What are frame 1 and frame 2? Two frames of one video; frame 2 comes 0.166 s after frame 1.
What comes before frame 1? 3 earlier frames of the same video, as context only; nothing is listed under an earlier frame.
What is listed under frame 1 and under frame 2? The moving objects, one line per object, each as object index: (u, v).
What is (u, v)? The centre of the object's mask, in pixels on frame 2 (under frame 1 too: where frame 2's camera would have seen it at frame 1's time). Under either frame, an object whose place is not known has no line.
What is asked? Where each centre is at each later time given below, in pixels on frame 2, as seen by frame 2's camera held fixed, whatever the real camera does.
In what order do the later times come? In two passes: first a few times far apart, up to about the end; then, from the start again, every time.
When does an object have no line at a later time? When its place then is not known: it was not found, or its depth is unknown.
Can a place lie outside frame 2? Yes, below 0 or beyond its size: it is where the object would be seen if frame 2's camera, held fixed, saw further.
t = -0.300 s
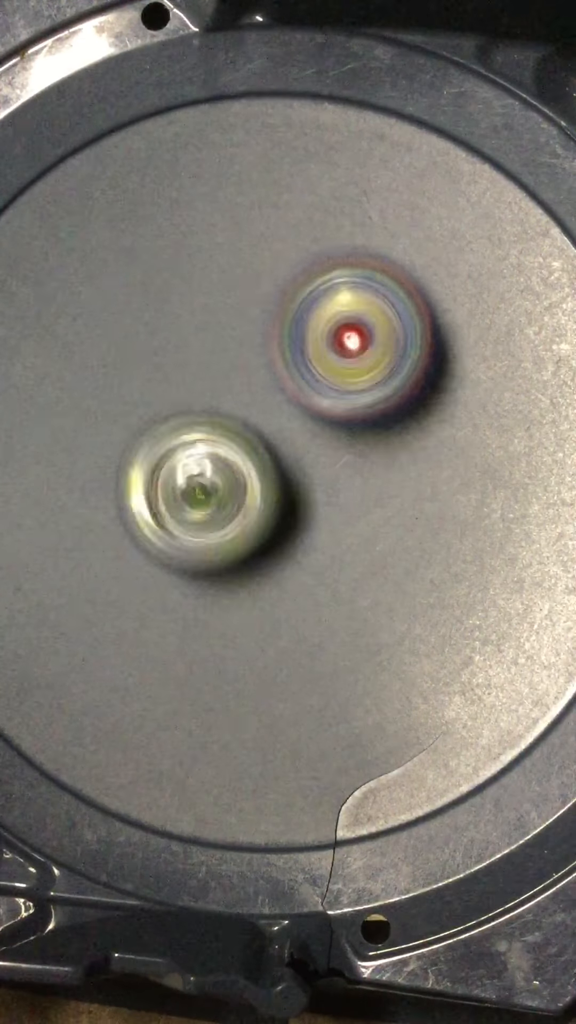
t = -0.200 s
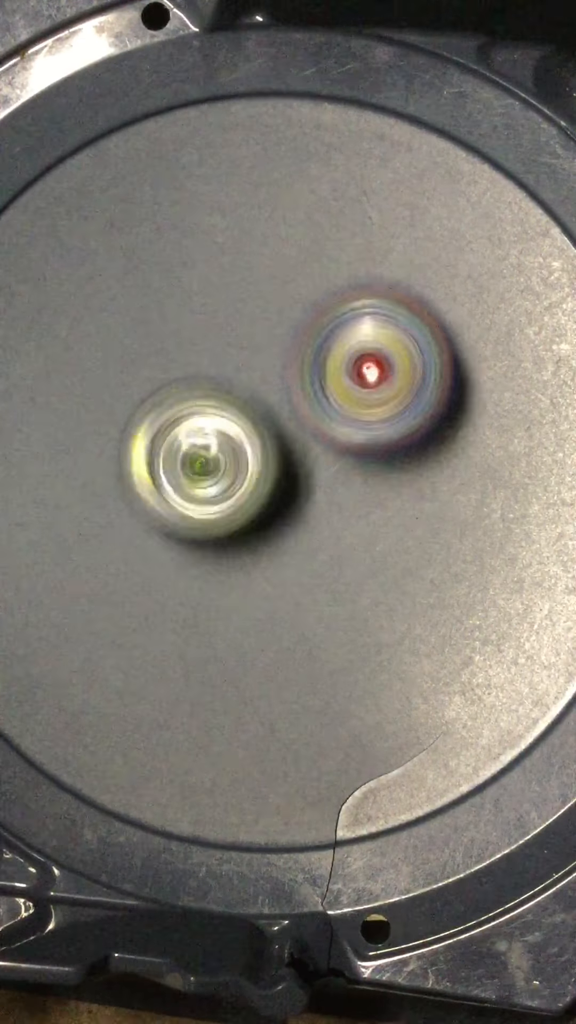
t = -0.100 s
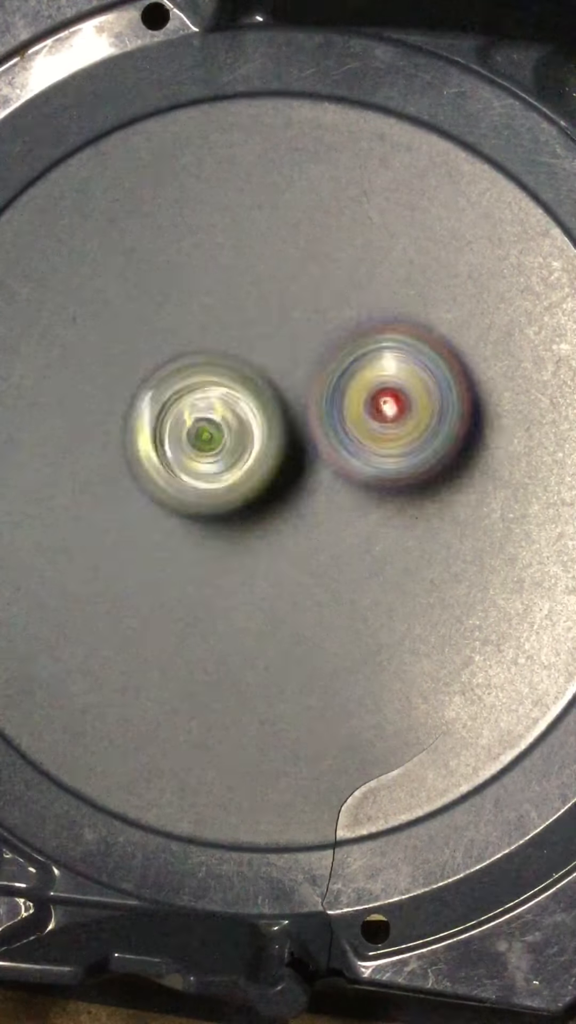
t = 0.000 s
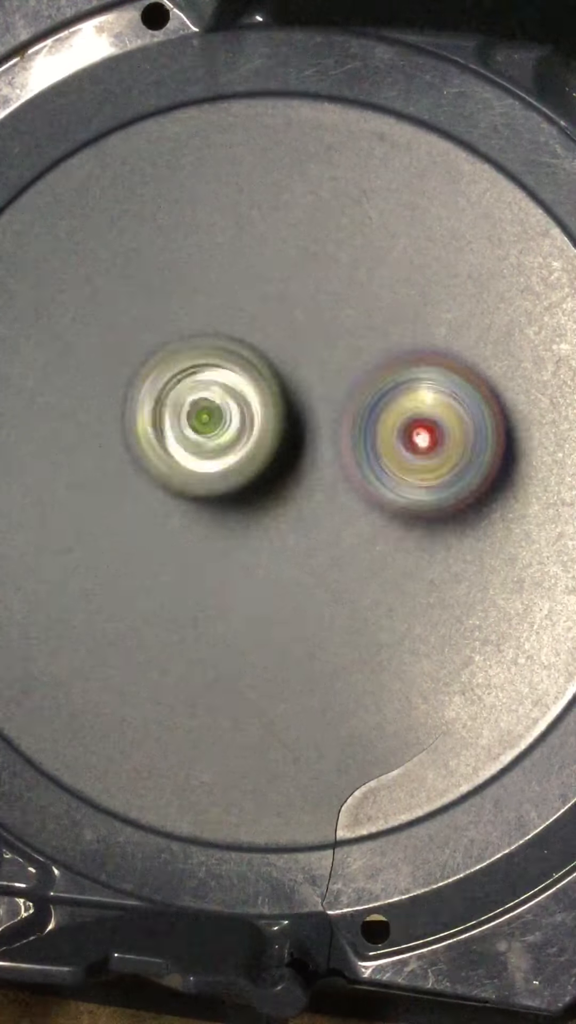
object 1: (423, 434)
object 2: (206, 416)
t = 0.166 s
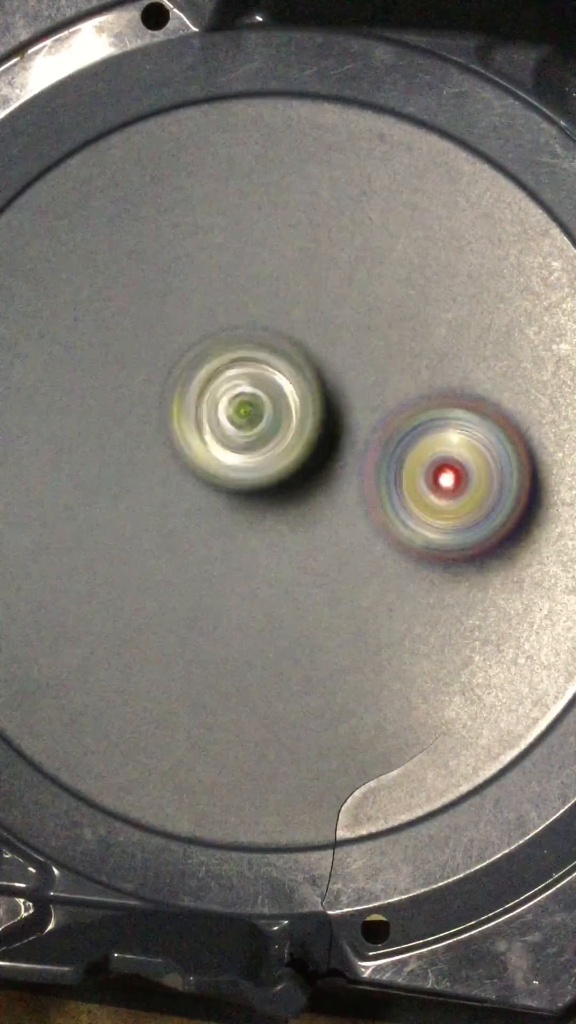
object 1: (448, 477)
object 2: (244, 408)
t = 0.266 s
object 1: (445, 502)
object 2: (278, 426)
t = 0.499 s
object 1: (470, 596)
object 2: (243, 431)
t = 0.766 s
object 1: (385, 640)
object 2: (245, 444)
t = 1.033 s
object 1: (253, 679)
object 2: (276, 460)
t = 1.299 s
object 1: (161, 667)
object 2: (286, 478)
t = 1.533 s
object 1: (125, 584)
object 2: (285, 496)
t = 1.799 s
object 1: (57, 488)
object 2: (308, 494)
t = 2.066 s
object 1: (85, 390)
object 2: (288, 480)
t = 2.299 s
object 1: (178, 315)
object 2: (272, 478)
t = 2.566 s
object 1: (291, 278)
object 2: (255, 477)
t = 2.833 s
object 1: (391, 313)
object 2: (254, 473)
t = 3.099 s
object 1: (444, 415)
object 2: (250, 462)
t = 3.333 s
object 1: (435, 521)
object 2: (246, 470)
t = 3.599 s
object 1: (362, 634)
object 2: (237, 467)
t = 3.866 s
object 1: (249, 681)
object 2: (238, 457)
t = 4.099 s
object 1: (167, 649)
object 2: (262, 449)
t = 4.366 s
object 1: (128, 543)
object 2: (287, 455)
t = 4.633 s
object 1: (134, 421)
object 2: (310, 468)
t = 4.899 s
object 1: (190, 308)
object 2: (322, 498)
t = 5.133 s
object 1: (272, 267)
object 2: (309, 528)
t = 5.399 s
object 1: (370, 309)
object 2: (270, 527)
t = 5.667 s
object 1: (417, 421)
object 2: (245, 499)
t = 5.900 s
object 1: (432, 526)
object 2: (226, 478)
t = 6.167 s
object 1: (349, 625)
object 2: (250, 454)
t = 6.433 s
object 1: (232, 654)
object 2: (277, 452)
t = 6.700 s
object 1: (127, 600)
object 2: (299, 476)
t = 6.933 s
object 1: (70, 528)
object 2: (316, 478)
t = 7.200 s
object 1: (125, 430)
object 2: (296, 480)
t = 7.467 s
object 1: (208, 347)
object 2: (300, 512)
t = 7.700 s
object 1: (316, 335)
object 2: (264, 541)
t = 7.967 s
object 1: (395, 414)
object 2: (228, 533)
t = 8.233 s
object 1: (416, 580)
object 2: (222, 446)
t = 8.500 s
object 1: (318, 666)
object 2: (316, 403)
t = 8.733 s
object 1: (196, 661)
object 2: (371, 438)
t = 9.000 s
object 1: (127, 536)
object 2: (347, 517)
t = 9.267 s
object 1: (163, 346)
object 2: (217, 568)
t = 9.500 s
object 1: (275, 251)
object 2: (158, 494)
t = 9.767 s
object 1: (411, 281)
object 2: (232, 380)
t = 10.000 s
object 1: (535, 421)
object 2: (286, 365)
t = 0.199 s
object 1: (449, 484)
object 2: (257, 412)
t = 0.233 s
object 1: (448, 494)
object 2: (270, 418)
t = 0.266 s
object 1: (445, 502)
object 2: (278, 426)
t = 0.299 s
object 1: (450, 520)
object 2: (275, 429)
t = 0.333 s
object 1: (458, 537)
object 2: (266, 429)
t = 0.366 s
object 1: (465, 554)
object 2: (258, 428)
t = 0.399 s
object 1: (469, 568)
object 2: (253, 428)
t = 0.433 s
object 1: (471, 579)
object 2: (249, 429)
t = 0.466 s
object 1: (472, 588)
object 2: (245, 429)
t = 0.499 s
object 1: (470, 596)
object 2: (243, 431)
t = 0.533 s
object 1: (467, 602)
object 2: (241, 433)
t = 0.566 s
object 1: (461, 607)
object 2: (239, 435)
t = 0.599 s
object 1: (454, 613)
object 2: (238, 437)
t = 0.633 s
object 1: (444, 618)
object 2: (238, 438)
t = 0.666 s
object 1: (432, 623)
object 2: (239, 439)
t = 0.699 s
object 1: (418, 629)
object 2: (240, 441)
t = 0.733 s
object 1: (402, 635)
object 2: (242, 442)
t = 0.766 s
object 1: (385, 640)
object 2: (245, 444)
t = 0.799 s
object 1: (367, 645)
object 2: (249, 446)
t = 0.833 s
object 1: (349, 651)
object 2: (253, 448)
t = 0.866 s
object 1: (332, 656)
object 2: (257, 450)
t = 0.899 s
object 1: (315, 661)
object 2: (262, 452)
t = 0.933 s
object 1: (300, 666)
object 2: (266, 454)
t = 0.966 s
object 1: (283, 671)
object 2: (270, 456)
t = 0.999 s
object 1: (268, 675)
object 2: (273, 457)
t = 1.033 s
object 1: (253, 679)
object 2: (276, 460)
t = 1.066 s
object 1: (241, 683)
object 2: (278, 462)
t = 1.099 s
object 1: (228, 685)
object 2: (280, 464)
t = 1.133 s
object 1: (212, 686)
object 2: (282, 467)
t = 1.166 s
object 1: (201, 685)
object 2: (283, 469)
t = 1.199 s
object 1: (190, 684)
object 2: (284, 471)
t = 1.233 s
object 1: (180, 681)
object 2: (285, 474)
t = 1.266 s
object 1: (169, 673)
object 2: (286, 476)
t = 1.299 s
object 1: (161, 667)
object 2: (286, 478)
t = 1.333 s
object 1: (153, 660)
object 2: (287, 481)
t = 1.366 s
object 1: (146, 650)
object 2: (287, 484)
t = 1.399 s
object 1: (140, 638)
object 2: (286, 486)
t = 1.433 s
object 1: (134, 626)
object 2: (286, 488)
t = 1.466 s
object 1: (130, 612)
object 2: (286, 491)
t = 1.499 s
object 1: (127, 599)
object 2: (286, 493)
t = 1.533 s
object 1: (125, 584)
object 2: (285, 496)
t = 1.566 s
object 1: (111, 569)
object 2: (289, 497)
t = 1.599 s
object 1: (90, 555)
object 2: (299, 498)
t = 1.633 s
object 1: (77, 542)
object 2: (305, 498)
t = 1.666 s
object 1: (68, 530)
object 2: (310, 498)
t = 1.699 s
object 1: (63, 519)
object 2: (311, 497)
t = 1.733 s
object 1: (59, 508)
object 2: (311, 496)
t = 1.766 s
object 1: (57, 498)
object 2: (310, 495)
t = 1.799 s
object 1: (57, 488)
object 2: (308, 494)
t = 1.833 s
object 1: (57, 476)
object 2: (305, 493)
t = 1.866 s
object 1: (58, 465)
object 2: (303, 492)
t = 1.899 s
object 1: (60, 453)
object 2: (300, 490)
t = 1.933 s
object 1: (63, 442)
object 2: (299, 488)
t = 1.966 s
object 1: (65, 428)
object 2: (297, 486)
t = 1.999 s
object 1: (71, 417)
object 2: (293, 483)
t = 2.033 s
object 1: (76, 402)
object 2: (291, 481)
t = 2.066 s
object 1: (85, 390)
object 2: (288, 480)
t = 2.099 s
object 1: (95, 379)
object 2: (285, 479)
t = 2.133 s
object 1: (108, 368)
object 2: (282, 479)
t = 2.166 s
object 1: (120, 355)
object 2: (279, 479)
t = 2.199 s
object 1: (135, 345)
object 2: (277, 480)
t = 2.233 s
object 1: (149, 333)
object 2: (276, 480)
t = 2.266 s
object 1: (162, 325)
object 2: (274, 479)
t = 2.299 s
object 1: (178, 315)
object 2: (272, 478)
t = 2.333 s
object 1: (191, 309)
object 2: (269, 478)
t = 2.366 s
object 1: (205, 302)
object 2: (265, 478)
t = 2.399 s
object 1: (221, 294)
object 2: (263, 477)
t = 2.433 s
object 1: (235, 289)
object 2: (259, 479)
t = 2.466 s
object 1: (250, 284)
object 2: (257, 479)
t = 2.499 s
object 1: (264, 280)
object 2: (257, 479)
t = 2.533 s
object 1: (279, 278)
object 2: (256, 478)
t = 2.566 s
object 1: (291, 278)
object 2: (255, 477)
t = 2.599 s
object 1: (307, 277)
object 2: (254, 475)
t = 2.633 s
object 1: (318, 278)
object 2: (252, 475)
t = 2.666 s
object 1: (331, 281)
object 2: (251, 476)
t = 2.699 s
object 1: (346, 285)
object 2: (253, 476)
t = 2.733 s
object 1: (357, 290)
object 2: (254, 476)
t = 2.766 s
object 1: (372, 298)
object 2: (255, 475)
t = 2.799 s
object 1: (380, 305)
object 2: (256, 474)
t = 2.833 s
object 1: (391, 313)
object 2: (254, 473)
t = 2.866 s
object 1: (400, 324)
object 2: (254, 472)
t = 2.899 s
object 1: (407, 334)
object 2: (255, 472)
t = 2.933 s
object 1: (416, 347)
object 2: (256, 469)
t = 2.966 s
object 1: (422, 360)
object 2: (258, 468)
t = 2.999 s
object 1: (428, 373)
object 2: (259, 465)
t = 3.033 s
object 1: (431, 387)
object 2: (258, 463)
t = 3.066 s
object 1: (436, 402)
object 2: (253, 461)
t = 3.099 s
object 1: (444, 415)
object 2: (250, 462)
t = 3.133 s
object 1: (449, 430)
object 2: (249, 460)
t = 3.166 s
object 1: (450, 443)
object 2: (247, 460)
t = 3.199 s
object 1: (452, 459)
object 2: (245, 461)
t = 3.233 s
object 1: (451, 475)
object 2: (243, 464)
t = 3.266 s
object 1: (447, 490)
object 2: (244, 467)
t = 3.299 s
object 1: (442, 506)
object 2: (245, 469)
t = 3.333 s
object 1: (435, 521)
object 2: (246, 470)
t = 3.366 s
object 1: (429, 534)
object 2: (245, 471)
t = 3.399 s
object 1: (422, 550)
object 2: (245, 472)
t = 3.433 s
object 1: (411, 564)
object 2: (245, 474)
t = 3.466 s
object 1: (405, 579)
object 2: (244, 472)
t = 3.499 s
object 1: (397, 595)
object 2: (243, 467)
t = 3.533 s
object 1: (387, 609)
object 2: (240, 466)
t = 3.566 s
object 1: (377, 621)
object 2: (238, 466)
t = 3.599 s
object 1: (362, 634)
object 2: (237, 467)
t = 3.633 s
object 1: (349, 643)
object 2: (237, 466)
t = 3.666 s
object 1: (336, 650)
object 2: (235, 464)
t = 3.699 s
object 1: (323, 660)
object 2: (233, 463)
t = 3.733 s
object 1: (307, 666)
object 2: (233, 464)
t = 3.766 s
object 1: (293, 671)
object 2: (235, 463)
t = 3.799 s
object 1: (278, 677)
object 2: (236, 460)
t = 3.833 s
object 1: (262, 679)
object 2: (236, 457)
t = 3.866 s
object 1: (249, 681)
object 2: (238, 457)
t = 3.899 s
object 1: (235, 682)
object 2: (242, 456)
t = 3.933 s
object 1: (222, 680)
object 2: (246, 454)
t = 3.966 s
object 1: (209, 677)
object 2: (247, 451)
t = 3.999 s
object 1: (199, 672)
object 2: (249, 452)
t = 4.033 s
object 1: (186, 666)
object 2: (254, 451)
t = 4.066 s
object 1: (177, 659)
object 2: (259, 449)
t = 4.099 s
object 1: (167, 649)
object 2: (262, 449)
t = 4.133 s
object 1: (158, 639)
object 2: (265, 451)
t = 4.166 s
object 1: (151, 628)
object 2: (270, 451)
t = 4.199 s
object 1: (147, 616)
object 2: (276, 450)
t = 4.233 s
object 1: (141, 603)
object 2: (276, 451)
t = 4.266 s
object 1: (137, 588)
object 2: (280, 454)
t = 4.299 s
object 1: (133, 574)
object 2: (285, 454)
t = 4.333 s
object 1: (130, 561)
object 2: (287, 454)
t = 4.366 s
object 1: (128, 543)
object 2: (287, 455)
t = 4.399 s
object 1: (123, 527)
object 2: (292, 458)
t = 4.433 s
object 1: (121, 513)
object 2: (299, 457)
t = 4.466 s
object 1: (120, 496)
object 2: (301, 457)
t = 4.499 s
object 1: (120, 480)
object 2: (302, 462)
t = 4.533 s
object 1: (122, 466)
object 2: (305, 462)
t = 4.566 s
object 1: (126, 451)
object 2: (307, 462)
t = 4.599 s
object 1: (128, 435)
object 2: (307, 465)
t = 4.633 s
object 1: (134, 421)
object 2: (310, 468)
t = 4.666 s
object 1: (140, 406)
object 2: (313, 469)
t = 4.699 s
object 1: (146, 394)
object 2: (311, 471)
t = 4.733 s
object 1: (155, 381)
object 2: (310, 476)
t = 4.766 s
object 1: (159, 364)
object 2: (317, 483)
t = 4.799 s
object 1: (165, 347)
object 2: (316, 489)
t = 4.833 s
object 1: (170, 334)
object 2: (317, 495)
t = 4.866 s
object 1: (180, 320)
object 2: (320, 497)
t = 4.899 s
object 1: (190, 308)
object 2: (322, 498)
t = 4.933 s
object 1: (200, 298)
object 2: (323, 503)
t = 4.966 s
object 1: (210, 289)
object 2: (325, 507)
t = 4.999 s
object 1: (223, 281)
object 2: (324, 509)
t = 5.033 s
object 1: (235, 275)
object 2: (321, 516)
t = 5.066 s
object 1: (247, 271)
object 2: (320, 521)
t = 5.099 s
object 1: (261, 270)
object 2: (316, 523)
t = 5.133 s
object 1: (272, 267)
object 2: (309, 528)
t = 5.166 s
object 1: (287, 266)
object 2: (305, 530)
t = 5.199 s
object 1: (301, 269)
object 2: (299, 530)
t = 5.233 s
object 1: (312, 271)
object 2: (293, 532)
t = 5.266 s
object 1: (324, 276)
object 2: (291, 534)
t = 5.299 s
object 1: (337, 283)
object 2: (285, 532)
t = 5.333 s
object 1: (348, 289)
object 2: (279, 532)
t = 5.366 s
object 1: (358, 298)
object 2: (276, 531)
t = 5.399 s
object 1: (370, 309)
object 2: (270, 527)
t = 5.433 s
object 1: (378, 319)
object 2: (265, 525)
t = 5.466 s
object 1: (386, 332)
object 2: (263, 522)
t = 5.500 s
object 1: (393, 344)
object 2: (257, 516)
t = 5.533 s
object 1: (400, 359)
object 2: (254, 515)
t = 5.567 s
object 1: (405, 372)
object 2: (253, 511)
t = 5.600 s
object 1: (410, 388)
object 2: (249, 507)
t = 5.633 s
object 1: (415, 406)
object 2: (248, 506)
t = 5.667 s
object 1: (417, 421)
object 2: (245, 499)
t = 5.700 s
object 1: (430, 434)
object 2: (233, 493)
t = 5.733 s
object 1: (435, 450)
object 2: (232, 489)
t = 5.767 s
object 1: (439, 466)
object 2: (231, 488)
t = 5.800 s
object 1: (440, 481)
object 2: (227, 487)
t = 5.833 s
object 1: (438, 496)
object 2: (227, 482)
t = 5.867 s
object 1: (435, 511)
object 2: (226, 480)
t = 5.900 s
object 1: (432, 526)
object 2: (226, 478)
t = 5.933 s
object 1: (426, 539)
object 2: (227, 474)
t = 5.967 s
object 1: (419, 554)
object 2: (228, 471)
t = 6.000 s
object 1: (410, 567)
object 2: (231, 469)
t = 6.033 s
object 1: (399, 580)
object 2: (234, 465)
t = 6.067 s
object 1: (386, 591)
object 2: (237, 465)
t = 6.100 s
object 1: (374, 600)
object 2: (240, 463)
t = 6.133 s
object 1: (360, 612)
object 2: (243, 457)
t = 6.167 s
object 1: (349, 625)
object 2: (250, 454)
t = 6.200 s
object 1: (337, 633)
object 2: (251, 453)
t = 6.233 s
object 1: (320, 639)
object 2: (254, 450)
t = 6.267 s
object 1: (305, 645)
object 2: (259, 449)
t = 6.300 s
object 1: (290, 650)
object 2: (261, 449)
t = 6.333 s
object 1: (274, 651)
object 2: (265, 450)
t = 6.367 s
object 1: (261, 653)
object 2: (270, 449)
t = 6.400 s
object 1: (247, 655)
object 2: (272, 451)
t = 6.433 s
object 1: (232, 654)
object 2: (277, 452)
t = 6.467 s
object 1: (219, 650)
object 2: (278, 455)
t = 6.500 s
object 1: (206, 645)
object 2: (280, 458)
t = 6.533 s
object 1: (194, 640)
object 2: (283, 460)
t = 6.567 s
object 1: (181, 631)
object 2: (284, 465)
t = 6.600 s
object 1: (170, 623)
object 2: (286, 467)
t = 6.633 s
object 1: (162, 612)
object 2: (287, 470)
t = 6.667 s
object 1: (153, 601)
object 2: (286, 474)
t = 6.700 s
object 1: (127, 600)
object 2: (299, 476)
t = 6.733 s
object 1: (101, 596)
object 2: (305, 474)
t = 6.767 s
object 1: (84, 586)
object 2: (311, 478)
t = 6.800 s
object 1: (76, 577)
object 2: (313, 476)
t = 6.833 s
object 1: (71, 566)
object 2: (314, 480)
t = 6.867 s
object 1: (69, 553)
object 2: (316, 478)
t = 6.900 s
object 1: (69, 541)
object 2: (314, 479)
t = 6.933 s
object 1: (70, 528)
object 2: (316, 478)
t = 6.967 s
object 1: (71, 514)
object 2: (314, 477)
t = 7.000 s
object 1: (73, 501)
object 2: (315, 480)
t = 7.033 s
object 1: (77, 489)
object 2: (313, 479)
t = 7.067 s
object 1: (82, 476)
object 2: (311, 482)
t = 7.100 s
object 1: (91, 463)
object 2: (308, 481)
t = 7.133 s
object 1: (101, 451)
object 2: (303, 483)
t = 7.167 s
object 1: (114, 441)
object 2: (301, 481)
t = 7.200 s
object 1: (125, 430)
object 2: (296, 480)
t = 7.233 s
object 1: (136, 419)
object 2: (297, 481)
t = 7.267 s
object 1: (137, 397)
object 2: (302, 495)
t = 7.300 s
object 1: (141, 379)
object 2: (304, 505)
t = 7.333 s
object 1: (150, 365)
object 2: (298, 506)
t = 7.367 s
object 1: (162, 357)
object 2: (297, 503)
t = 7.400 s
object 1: (178, 351)
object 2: (300, 503)
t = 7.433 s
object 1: (193, 348)
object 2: (303, 508)
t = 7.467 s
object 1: (208, 347)
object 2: (300, 512)
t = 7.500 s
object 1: (222, 347)
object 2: (298, 514)
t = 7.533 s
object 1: (237, 349)
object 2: (298, 514)
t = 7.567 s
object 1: (251, 351)
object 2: (297, 519)
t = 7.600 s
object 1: (265, 351)
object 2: (290, 523)
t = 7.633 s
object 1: (280, 349)
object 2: (282, 526)
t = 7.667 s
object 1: (297, 343)
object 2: (274, 533)
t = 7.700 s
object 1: (316, 335)
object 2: (264, 541)
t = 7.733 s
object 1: (333, 331)
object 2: (257, 545)
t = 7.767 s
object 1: (352, 334)
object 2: (249, 548)
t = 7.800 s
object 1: (365, 341)
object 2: (244, 545)
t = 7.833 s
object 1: (377, 352)
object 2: (238, 544)
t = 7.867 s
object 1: (386, 366)
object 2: (235, 540)
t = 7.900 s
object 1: (392, 381)
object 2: (232, 540)
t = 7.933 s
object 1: (394, 396)
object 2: (230, 536)
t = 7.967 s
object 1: (395, 414)
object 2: (228, 533)
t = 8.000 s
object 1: (396, 433)
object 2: (227, 527)
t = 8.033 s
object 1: (394, 452)
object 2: (226, 523)
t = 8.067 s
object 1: (390, 472)
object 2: (227, 516)
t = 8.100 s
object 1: (395, 495)
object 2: (220, 506)
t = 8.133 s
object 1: (407, 515)
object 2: (213, 489)
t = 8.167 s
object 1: (416, 539)
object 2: (210, 473)
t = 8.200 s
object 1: (419, 561)
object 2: (214, 458)
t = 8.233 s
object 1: (416, 580)
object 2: (222, 446)
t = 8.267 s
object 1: (413, 594)
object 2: (228, 435)
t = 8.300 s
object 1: (405, 607)
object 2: (239, 425)
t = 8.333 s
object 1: (394, 621)
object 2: (252, 418)
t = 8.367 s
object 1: (383, 631)
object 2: (264, 412)
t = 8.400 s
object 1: (369, 642)
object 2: (276, 407)
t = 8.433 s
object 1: (351, 652)
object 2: (287, 402)
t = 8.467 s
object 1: (336, 660)
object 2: (303, 402)
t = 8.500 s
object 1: (318, 666)
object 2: (316, 403)
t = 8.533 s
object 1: (300, 673)
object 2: (327, 404)
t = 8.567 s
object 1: (281, 677)
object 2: (338, 406)
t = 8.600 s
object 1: (264, 677)
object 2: (348, 409)
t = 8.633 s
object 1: (245, 676)
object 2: (357, 416)
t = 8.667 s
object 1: (228, 673)
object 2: (362, 423)
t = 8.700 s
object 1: (210, 668)
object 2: (367, 430)
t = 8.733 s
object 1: (196, 661)
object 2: (371, 438)
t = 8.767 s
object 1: (181, 653)
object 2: (373, 443)
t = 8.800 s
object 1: (170, 641)
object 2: (374, 452)
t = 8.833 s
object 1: (158, 628)
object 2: (373, 462)
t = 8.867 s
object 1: (151, 615)
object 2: (371, 470)
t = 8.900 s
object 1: (143, 599)
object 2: (369, 481)
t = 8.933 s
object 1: (137, 580)
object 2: (363, 493)
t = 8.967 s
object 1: (131, 558)
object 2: (357, 505)
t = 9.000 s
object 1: (127, 536)
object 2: (347, 517)
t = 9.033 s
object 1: (125, 514)
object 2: (335, 528)
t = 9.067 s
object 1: (125, 488)
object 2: (321, 540)
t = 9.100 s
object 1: (126, 465)
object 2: (304, 550)
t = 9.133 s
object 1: (130, 442)
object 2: (288, 558)
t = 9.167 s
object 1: (136, 417)
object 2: (271, 565)
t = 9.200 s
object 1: (143, 394)
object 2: (251, 568)
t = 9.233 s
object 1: (153, 367)
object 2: (233, 568)
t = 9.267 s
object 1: (163, 346)
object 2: (217, 568)
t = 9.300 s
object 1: (175, 327)
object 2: (200, 562)
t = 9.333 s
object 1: (191, 310)
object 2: (189, 555)
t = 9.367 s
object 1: (206, 294)
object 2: (176, 547)
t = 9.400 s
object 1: (223, 278)
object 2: (167, 536)
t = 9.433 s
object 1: (241, 264)
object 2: (162, 522)
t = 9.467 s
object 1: (256, 257)
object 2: (159, 510)
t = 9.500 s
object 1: (275, 251)
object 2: (158, 494)
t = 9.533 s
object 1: (295, 247)
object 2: (161, 479)
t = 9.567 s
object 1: (313, 245)
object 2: (163, 463)
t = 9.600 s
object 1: (331, 244)
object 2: (168, 446)
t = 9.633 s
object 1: (347, 248)
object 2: (177, 430)
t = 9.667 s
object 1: (364, 254)
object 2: (187, 417)
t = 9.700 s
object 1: (381, 262)
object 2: (198, 404)
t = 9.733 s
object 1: (396, 271)
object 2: (214, 390)
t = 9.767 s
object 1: (411, 281)
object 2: (232, 380)
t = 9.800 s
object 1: (422, 296)
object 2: (249, 369)
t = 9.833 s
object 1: (435, 312)
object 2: (266, 361)
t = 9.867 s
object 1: (466, 335)
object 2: (271, 356)
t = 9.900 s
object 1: (496, 352)
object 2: (276, 355)
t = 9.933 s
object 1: (515, 372)
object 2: (279, 358)
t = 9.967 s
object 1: (527, 393)
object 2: (281, 363)
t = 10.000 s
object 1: (535, 421)
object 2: (286, 365)
